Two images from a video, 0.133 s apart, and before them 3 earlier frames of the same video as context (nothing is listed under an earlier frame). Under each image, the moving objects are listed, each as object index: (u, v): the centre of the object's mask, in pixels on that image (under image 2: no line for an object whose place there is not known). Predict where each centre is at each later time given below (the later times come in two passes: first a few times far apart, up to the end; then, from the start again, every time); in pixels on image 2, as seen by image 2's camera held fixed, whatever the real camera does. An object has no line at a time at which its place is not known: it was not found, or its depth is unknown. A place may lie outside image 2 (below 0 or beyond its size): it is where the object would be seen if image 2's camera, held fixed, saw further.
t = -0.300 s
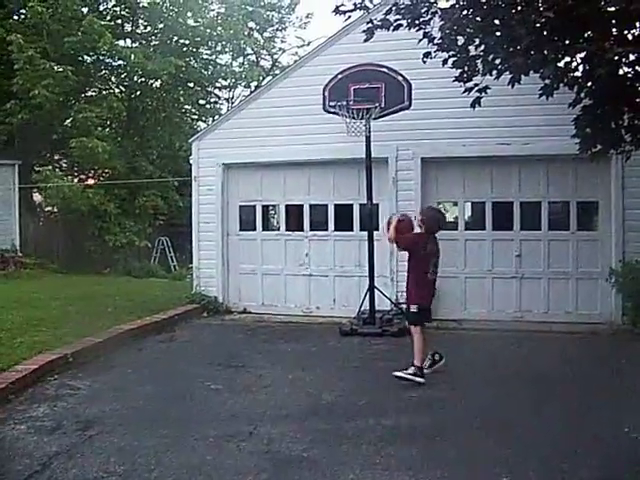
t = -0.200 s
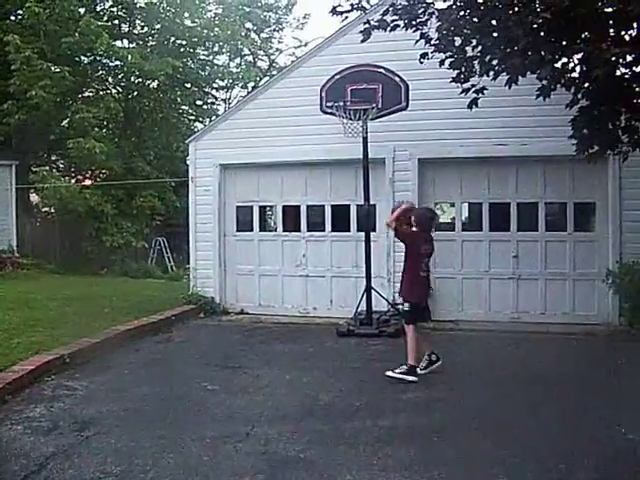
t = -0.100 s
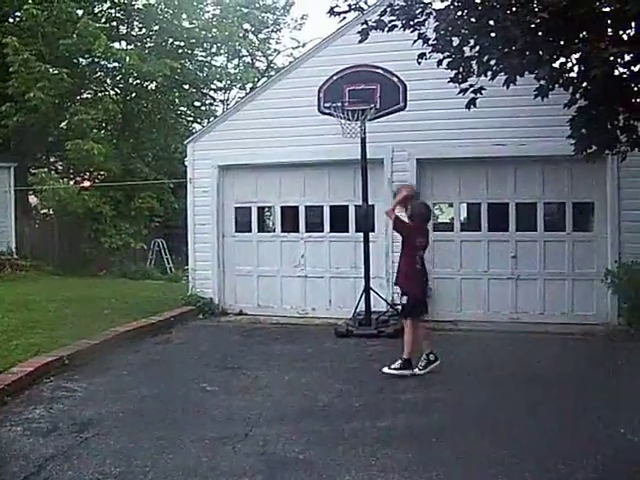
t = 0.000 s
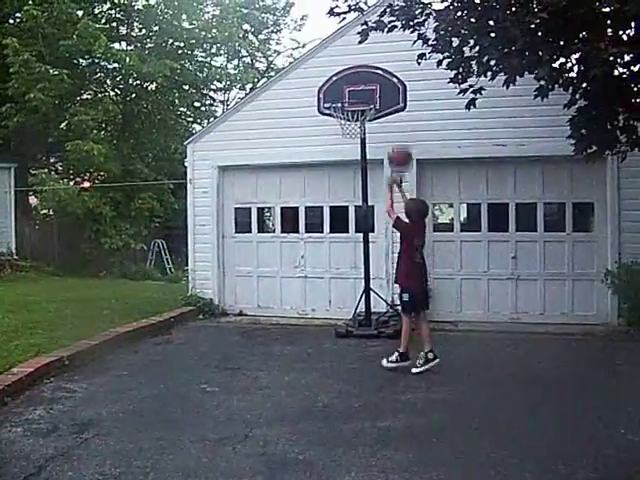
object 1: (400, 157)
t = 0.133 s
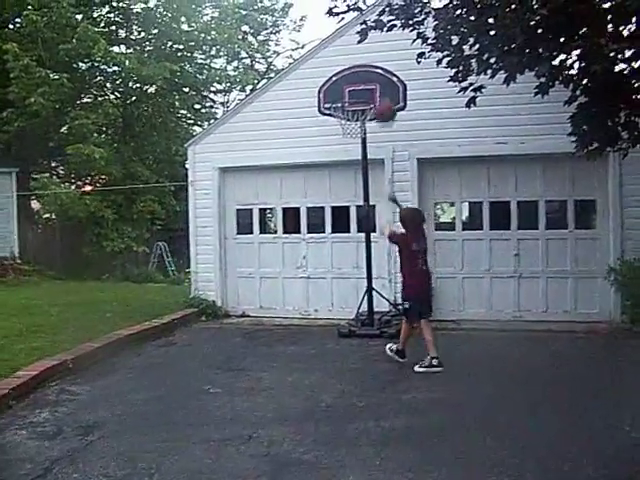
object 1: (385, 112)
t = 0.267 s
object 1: (370, 89)
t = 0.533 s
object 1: (346, 90)
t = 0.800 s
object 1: (364, 93)
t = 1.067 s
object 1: (354, 99)
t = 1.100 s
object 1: (354, 102)
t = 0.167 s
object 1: (381, 104)
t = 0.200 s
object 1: (377, 98)
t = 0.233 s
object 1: (372, 92)
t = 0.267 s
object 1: (370, 89)
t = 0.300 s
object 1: (367, 86)
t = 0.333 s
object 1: (364, 85)
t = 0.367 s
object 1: (361, 84)
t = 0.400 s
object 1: (357, 82)
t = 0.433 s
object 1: (355, 83)
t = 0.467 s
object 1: (352, 85)
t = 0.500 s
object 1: (349, 88)
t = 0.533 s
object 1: (346, 90)
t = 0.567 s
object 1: (343, 94)
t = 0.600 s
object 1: (346, 95)
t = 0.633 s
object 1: (348, 94)
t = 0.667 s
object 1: (353, 94)
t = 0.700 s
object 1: (359, 96)
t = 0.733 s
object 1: (361, 96)
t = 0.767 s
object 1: (363, 94)
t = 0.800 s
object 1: (364, 93)
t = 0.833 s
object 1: (362, 93)
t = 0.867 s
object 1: (363, 93)
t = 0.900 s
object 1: (363, 93)
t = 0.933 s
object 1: (362, 94)
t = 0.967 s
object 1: (361, 96)
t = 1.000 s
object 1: (357, 95)
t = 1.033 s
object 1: (355, 96)
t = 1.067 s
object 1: (354, 99)
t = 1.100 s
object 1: (354, 102)
